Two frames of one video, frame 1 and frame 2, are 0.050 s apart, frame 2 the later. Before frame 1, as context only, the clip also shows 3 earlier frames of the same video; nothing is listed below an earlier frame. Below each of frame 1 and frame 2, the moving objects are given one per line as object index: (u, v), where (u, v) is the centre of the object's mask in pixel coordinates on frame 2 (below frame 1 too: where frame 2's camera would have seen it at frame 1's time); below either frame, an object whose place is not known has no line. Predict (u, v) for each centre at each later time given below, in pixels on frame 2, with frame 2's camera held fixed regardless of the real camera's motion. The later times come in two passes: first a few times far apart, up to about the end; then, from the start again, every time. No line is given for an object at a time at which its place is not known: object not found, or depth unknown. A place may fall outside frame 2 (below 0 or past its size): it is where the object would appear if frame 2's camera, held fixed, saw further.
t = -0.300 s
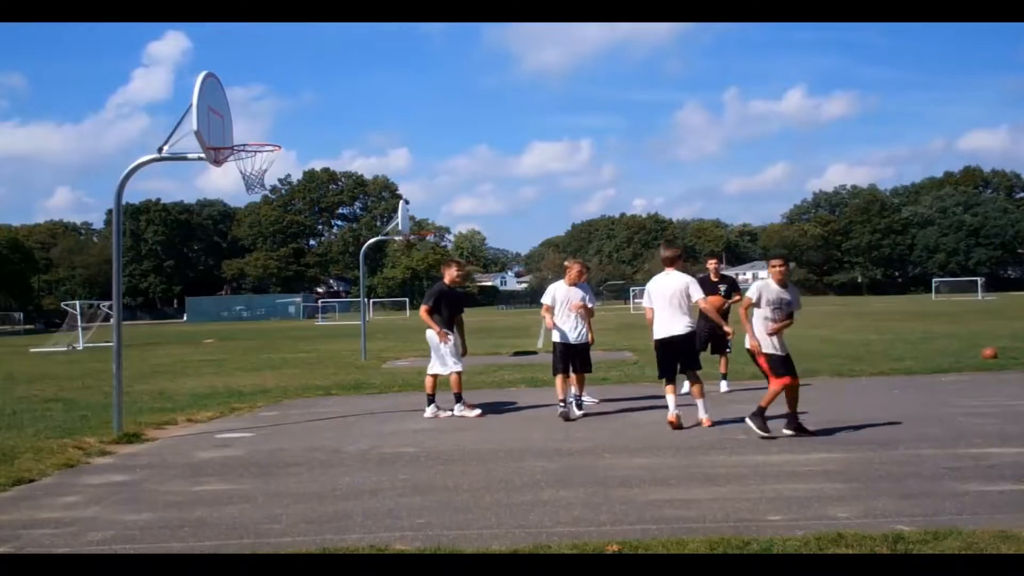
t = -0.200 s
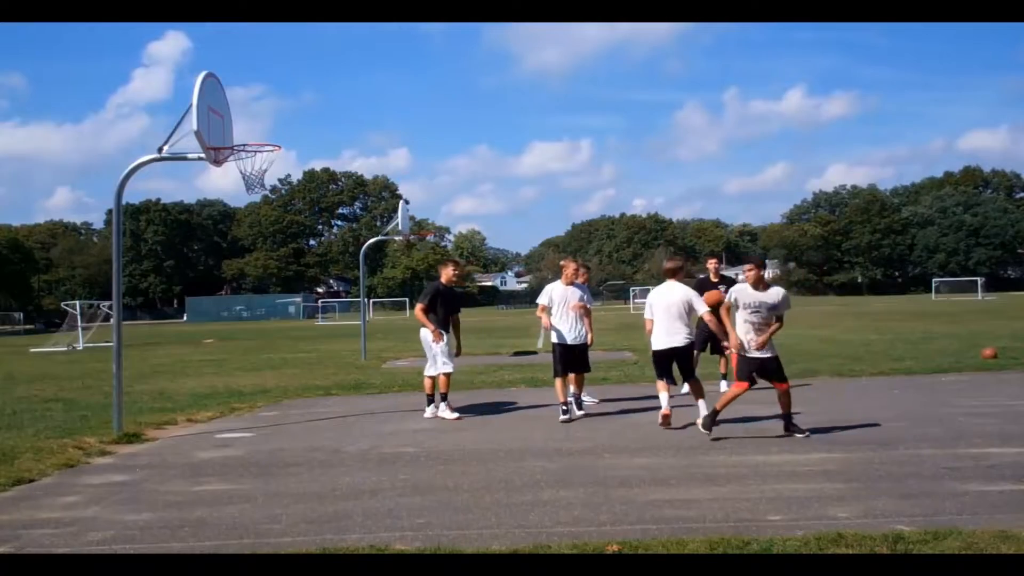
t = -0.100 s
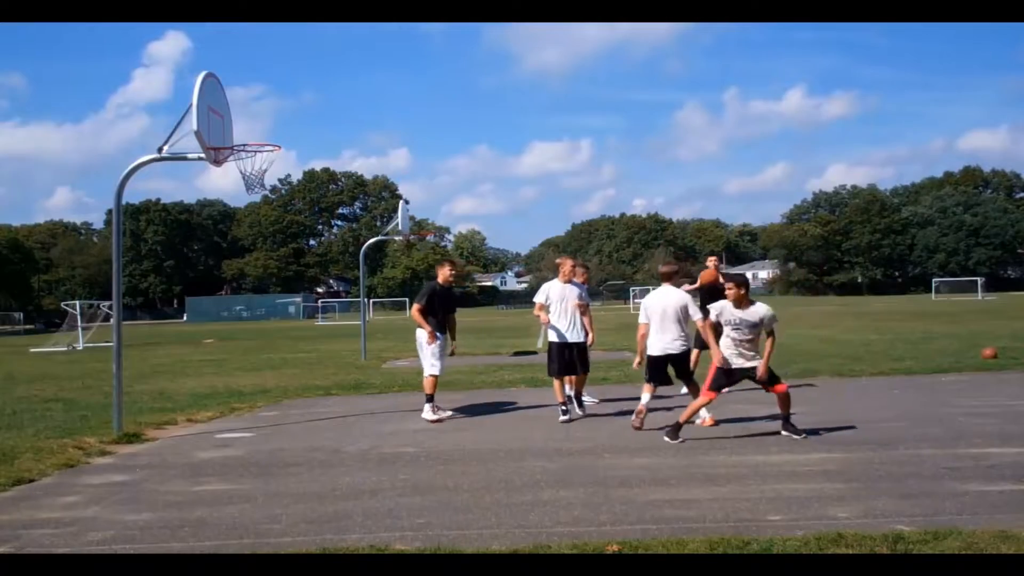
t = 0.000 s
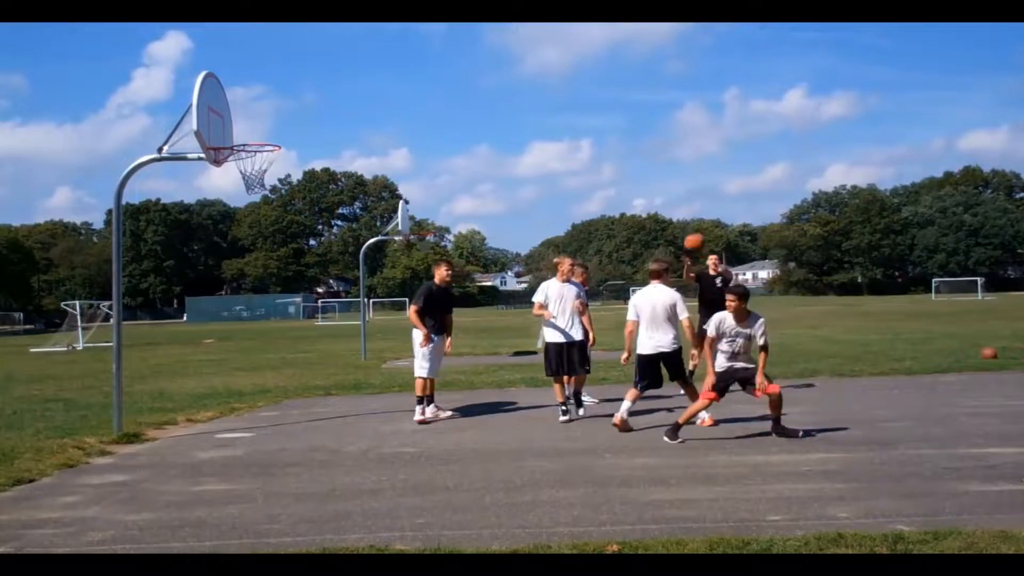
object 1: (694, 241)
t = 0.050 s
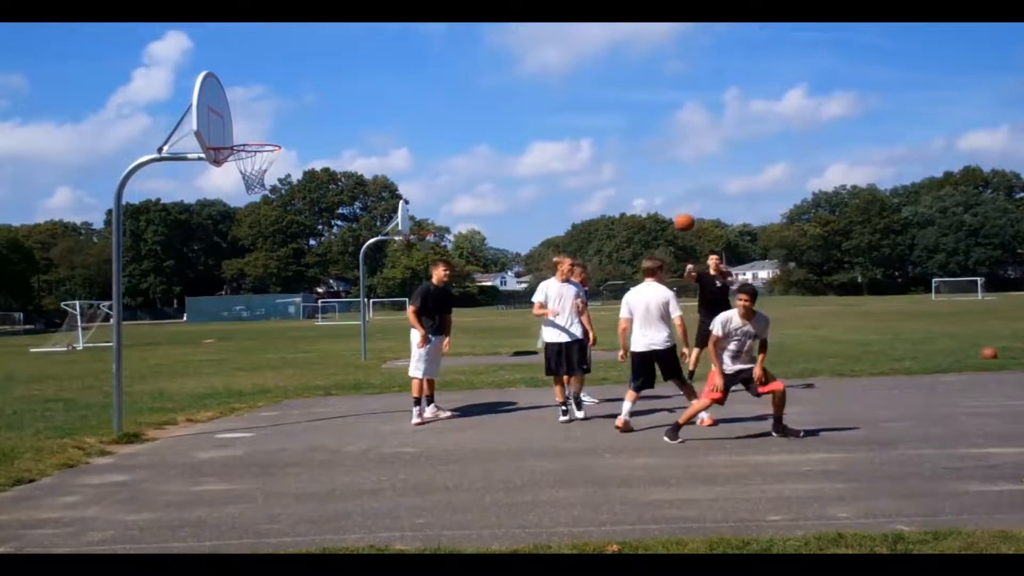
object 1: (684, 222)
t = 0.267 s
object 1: (633, 147)
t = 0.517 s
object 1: (561, 94)
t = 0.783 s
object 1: (466, 93)
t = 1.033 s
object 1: (350, 172)
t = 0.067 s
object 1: (680, 215)
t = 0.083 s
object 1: (677, 209)
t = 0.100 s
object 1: (673, 202)
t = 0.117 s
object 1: (669, 197)
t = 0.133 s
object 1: (666, 190)
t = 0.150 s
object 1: (662, 184)
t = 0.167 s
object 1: (658, 179)
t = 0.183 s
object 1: (654, 173)
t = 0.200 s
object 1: (650, 167)
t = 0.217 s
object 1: (646, 162)
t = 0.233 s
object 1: (641, 157)
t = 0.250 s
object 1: (637, 152)
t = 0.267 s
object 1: (633, 147)
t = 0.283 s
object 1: (629, 142)
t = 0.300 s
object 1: (625, 137)
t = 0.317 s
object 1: (620, 133)
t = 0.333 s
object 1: (615, 129)
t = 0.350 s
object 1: (611, 125)
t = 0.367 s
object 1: (606, 121)
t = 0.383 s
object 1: (601, 117)
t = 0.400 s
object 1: (596, 113)
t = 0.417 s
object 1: (592, 110)
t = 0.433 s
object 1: (587, 107)
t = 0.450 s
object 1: (581, 104)
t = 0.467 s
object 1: (577, 101)
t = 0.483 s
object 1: (571, 98)
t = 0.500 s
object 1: (566, 96)
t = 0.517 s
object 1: (561, 94)
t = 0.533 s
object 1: (555, 92)
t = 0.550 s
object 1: (550, 90)
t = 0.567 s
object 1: (545, 88)
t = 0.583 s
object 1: (539, 87)
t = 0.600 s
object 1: (534, 86)
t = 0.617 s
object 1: (528, 85)
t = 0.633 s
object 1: (522, 85)
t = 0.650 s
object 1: (516, 84)
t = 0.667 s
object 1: (510, 84)
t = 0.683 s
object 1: (504, 85)
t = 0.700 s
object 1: (498, 85)
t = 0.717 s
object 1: (491, 86)
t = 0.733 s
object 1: (485, 87)
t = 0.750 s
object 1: (479, 89)
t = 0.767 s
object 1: (472, 91)
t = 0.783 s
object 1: (466, 93)
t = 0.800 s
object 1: (459, 95)
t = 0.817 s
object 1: (452, 98)
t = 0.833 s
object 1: (445, 101)
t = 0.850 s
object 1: (438, 105)
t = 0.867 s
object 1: (431, 109)
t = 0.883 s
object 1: (424, 114)
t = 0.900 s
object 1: (417, 118)
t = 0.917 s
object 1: (409, 123)
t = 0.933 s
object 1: (401, 129)
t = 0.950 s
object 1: (393, 135)
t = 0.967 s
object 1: (385, 141)
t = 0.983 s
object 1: (377, 148)
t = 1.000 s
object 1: (368, 156)
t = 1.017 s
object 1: (359, 163)
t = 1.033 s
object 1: (350, 172)
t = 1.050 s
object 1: (341, 181)
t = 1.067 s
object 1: (333, 190)
